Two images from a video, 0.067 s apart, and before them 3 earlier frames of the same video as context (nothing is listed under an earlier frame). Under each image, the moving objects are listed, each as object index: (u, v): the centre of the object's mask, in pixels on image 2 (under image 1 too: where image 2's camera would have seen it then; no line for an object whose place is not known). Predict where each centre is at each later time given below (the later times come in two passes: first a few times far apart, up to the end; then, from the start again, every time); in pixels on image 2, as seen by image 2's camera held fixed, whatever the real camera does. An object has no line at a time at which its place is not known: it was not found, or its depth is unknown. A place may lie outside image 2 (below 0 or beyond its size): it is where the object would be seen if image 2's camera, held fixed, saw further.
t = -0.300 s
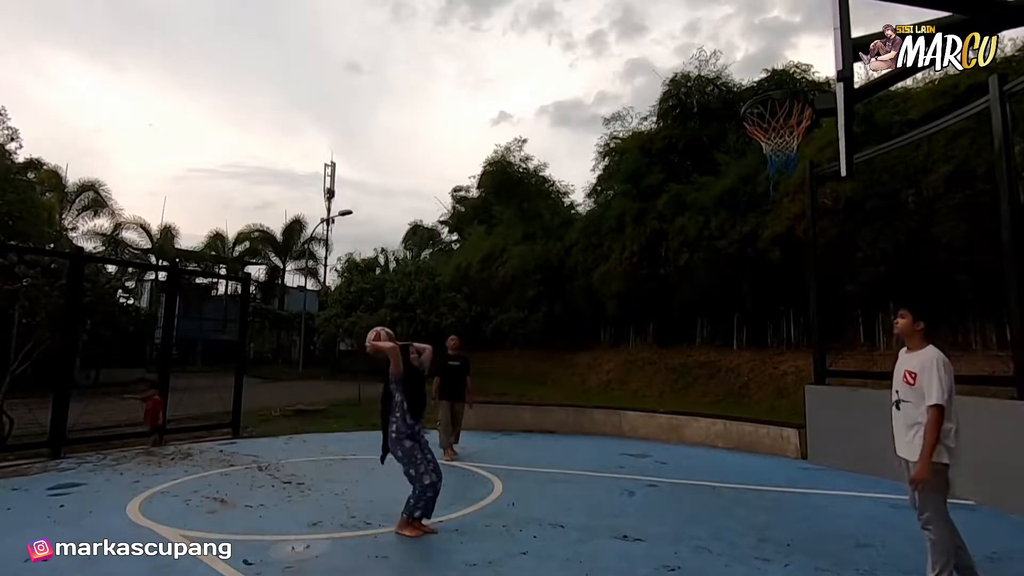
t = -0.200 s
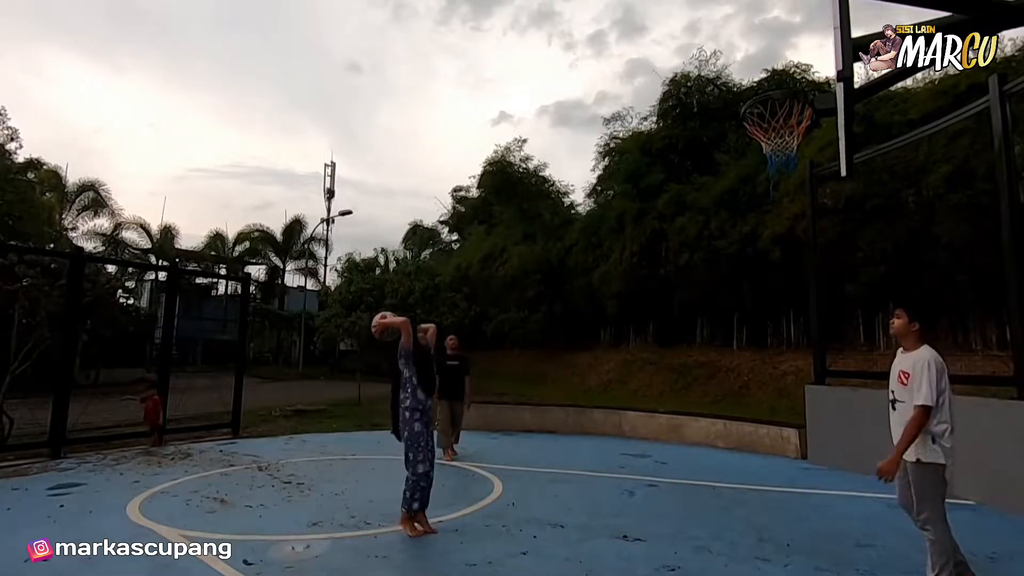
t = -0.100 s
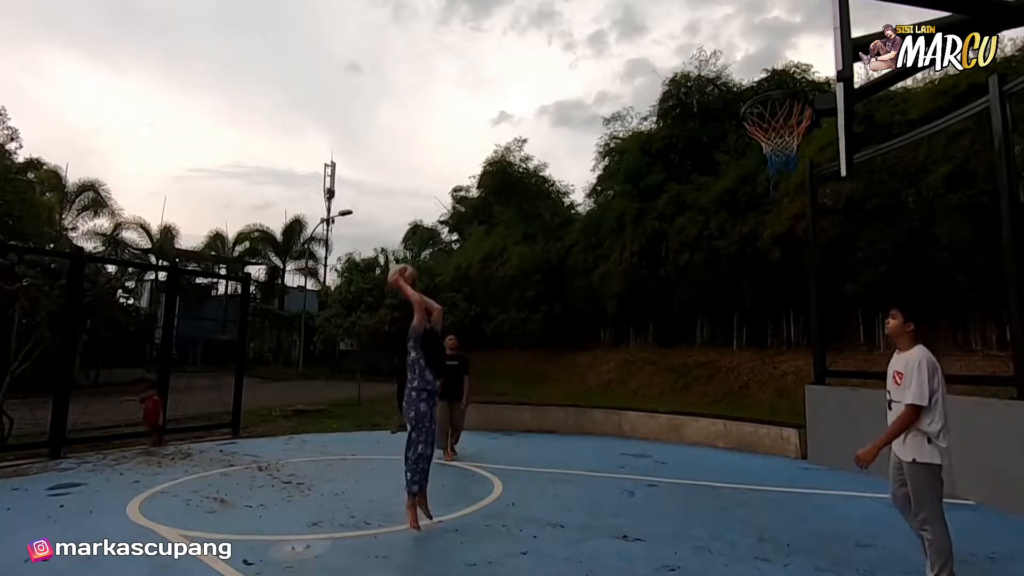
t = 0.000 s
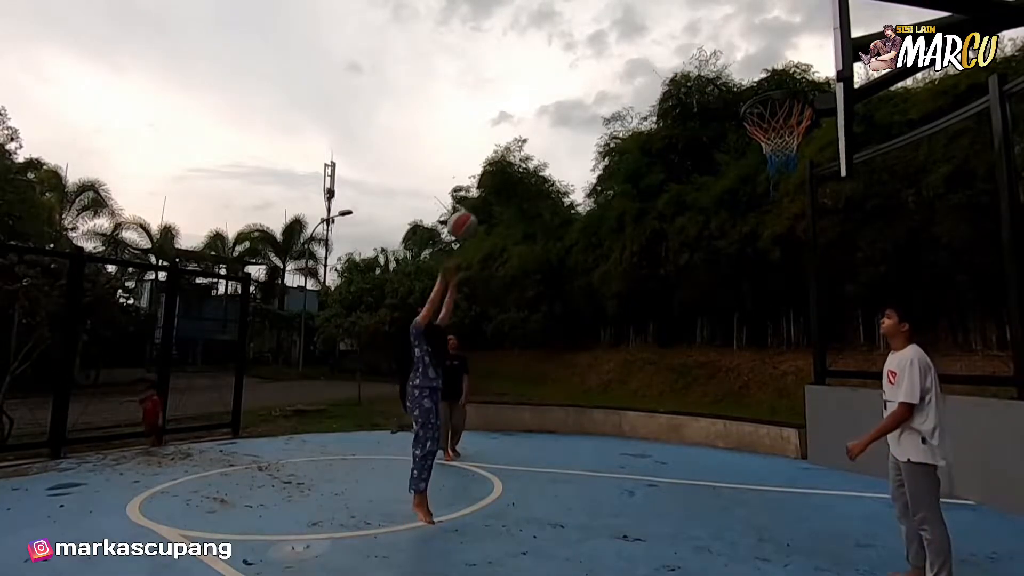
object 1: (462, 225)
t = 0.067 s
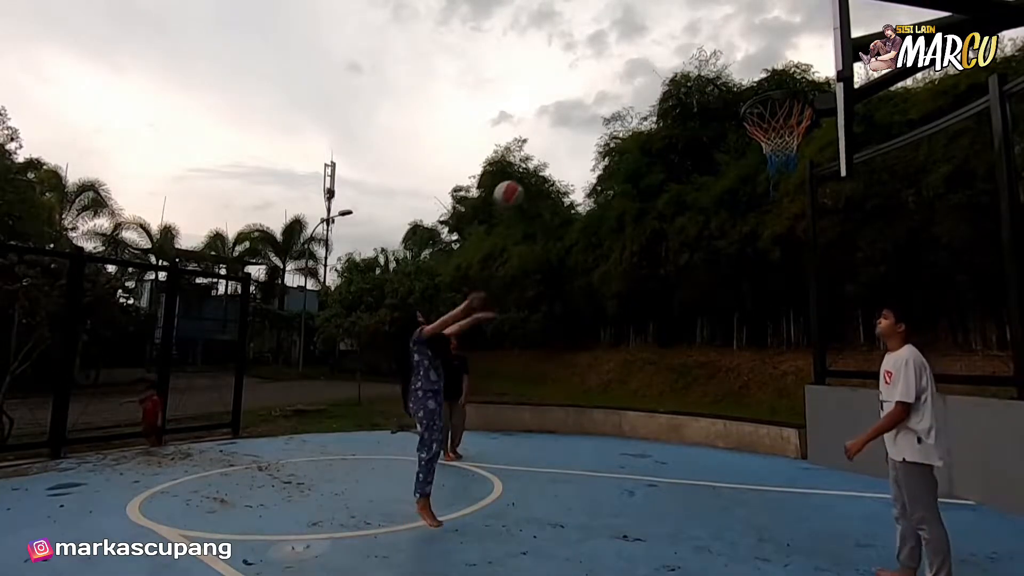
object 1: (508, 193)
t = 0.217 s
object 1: (615, 144)
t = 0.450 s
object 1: (771, 139)
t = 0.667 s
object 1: (881, 266)
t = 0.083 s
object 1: (518, 187)
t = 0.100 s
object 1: (530, 182)
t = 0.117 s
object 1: (544, 176)
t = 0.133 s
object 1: (556, 171)
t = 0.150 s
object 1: (568, 165)
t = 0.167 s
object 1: (581, 159)
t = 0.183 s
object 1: (593, 155)
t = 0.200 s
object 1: (604, 150)
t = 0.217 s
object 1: (615, 144)
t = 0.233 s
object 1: (628, 140)
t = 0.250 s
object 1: (643, 135)
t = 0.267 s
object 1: (656, 132)
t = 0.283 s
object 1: (669, 128)
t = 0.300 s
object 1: (683, 127)
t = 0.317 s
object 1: (696, 124)
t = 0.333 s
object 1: (710, 122)
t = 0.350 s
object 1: (724, 121)
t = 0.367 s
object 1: (739, 120)
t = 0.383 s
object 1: (745, 122)
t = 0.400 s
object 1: (751, 126)
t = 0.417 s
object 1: (758, 130)
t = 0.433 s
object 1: (764, 135)
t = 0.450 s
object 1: (771, 139)
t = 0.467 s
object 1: (776, 144)
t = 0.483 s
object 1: (784, 152)
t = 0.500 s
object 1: (793, 158)
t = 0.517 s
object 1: (801, 167)
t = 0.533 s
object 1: (809, 173)
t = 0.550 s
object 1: (817, 182)
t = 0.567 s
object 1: (825, 192)
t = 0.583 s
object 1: (834, 204)
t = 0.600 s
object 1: (842, 215)
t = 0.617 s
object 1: (851, 226)
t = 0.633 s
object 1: (861, 238)
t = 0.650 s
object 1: (871, 251)
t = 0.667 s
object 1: (881, 266)
